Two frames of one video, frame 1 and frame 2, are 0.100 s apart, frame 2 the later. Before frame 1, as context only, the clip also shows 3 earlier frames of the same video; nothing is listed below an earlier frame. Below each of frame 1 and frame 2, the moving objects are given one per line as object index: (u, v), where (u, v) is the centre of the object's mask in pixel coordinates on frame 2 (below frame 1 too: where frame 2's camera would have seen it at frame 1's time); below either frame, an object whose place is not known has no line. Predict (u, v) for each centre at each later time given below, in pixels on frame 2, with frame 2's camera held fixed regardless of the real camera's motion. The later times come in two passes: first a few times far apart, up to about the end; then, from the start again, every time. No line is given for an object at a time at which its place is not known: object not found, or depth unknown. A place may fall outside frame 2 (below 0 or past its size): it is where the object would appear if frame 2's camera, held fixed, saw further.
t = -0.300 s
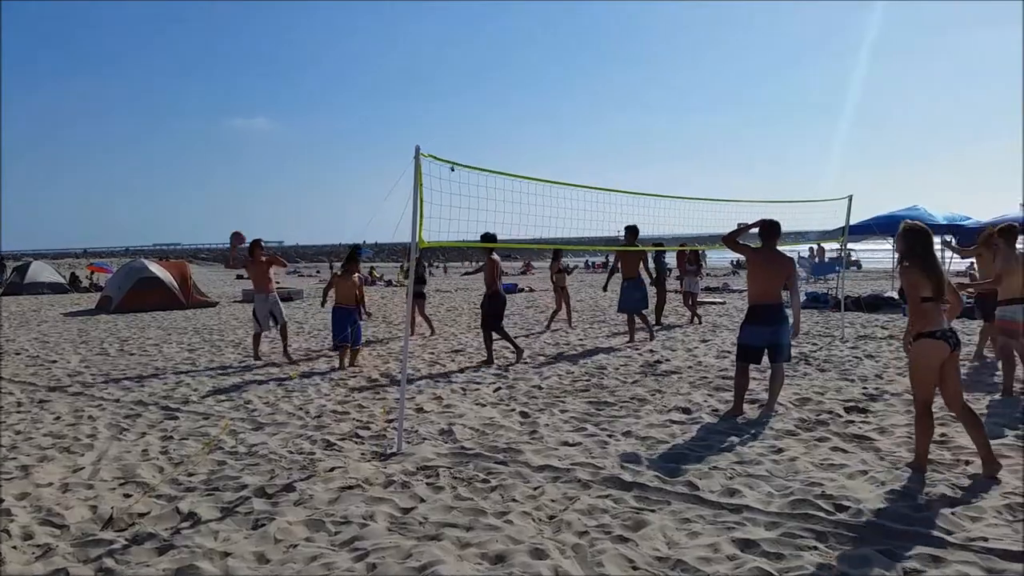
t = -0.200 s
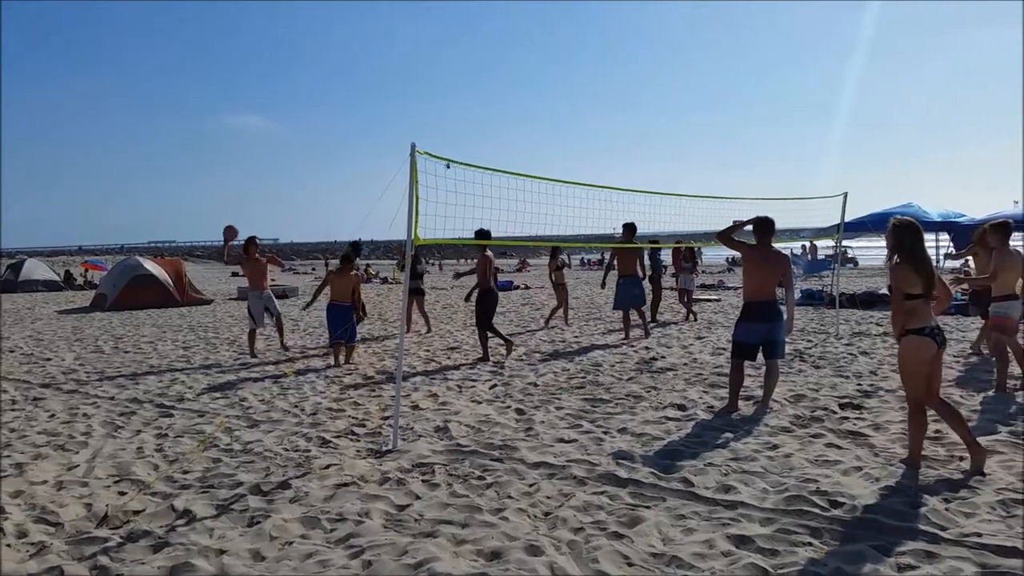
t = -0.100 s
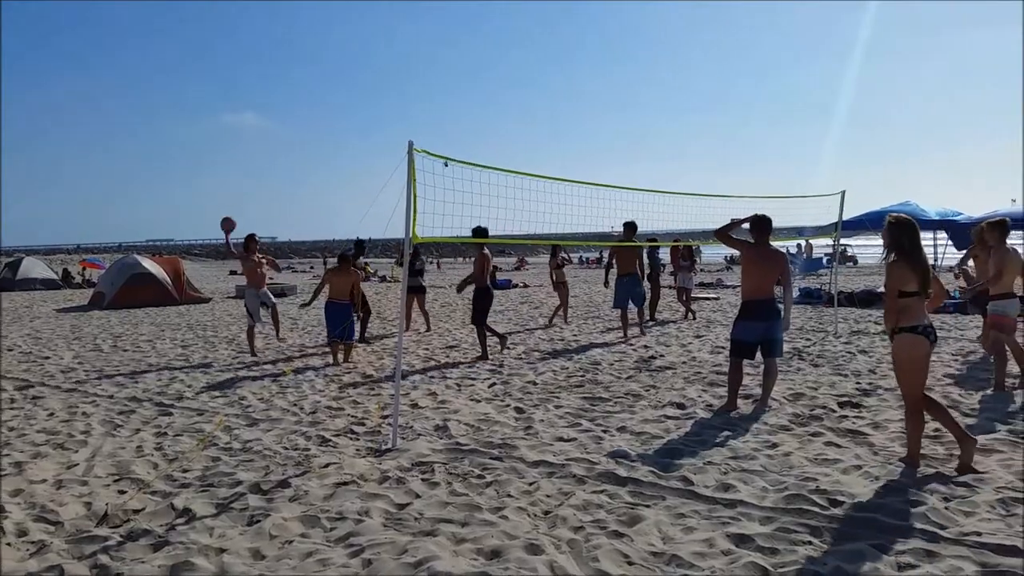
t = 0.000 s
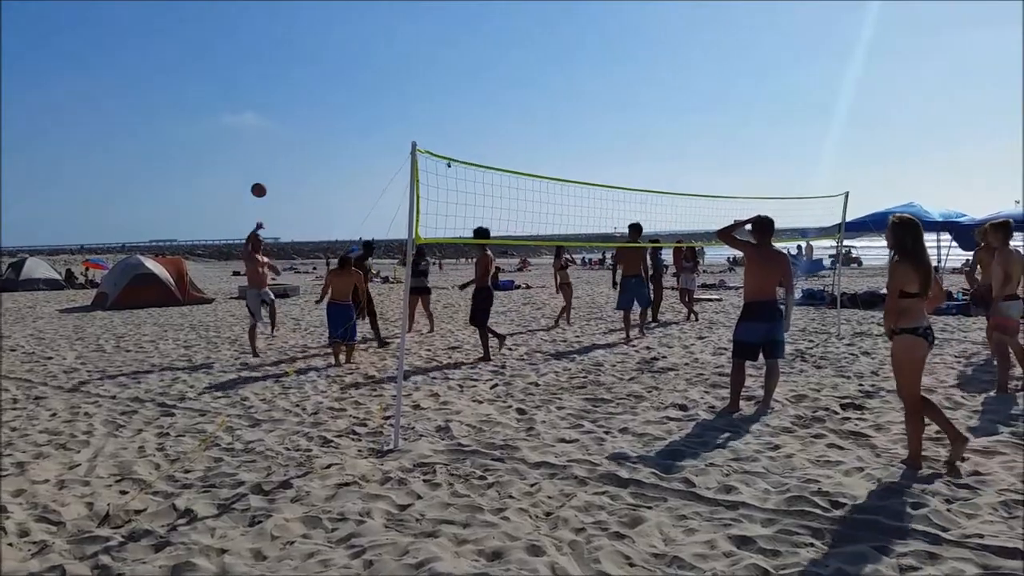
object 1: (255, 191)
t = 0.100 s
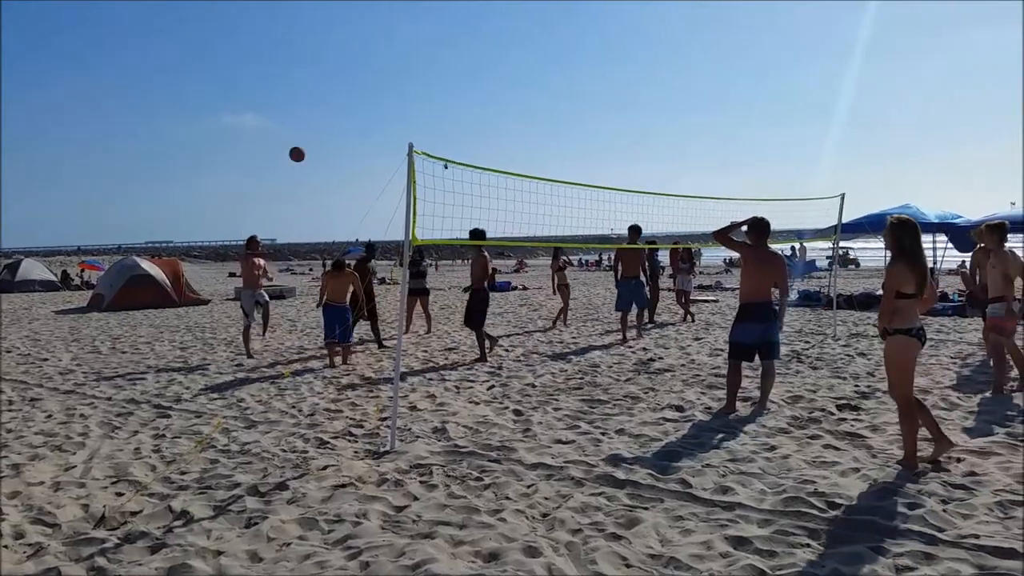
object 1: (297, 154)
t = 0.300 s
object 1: (385, 92)
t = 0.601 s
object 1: (535, 43)
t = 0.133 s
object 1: (310, 143)
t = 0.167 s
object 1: (324, 132)
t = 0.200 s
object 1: (339, 122)
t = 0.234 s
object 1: (354, 111)
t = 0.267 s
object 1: (370, 102)
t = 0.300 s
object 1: (385, 92)
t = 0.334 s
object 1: (401, 84)
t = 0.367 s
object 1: (416, 76)
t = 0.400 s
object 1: (433, 69)
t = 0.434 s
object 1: (450, 63)
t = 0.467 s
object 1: (466, 58)
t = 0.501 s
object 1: (483, 53)
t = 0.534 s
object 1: (500, 49)
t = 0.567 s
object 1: (517, 46)
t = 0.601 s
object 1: (535, 43)
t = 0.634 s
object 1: (552, 42)
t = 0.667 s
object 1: (571, 41)
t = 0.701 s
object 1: (590, 41)
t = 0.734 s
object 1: (610, 42)
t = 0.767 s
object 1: (629, 44)
